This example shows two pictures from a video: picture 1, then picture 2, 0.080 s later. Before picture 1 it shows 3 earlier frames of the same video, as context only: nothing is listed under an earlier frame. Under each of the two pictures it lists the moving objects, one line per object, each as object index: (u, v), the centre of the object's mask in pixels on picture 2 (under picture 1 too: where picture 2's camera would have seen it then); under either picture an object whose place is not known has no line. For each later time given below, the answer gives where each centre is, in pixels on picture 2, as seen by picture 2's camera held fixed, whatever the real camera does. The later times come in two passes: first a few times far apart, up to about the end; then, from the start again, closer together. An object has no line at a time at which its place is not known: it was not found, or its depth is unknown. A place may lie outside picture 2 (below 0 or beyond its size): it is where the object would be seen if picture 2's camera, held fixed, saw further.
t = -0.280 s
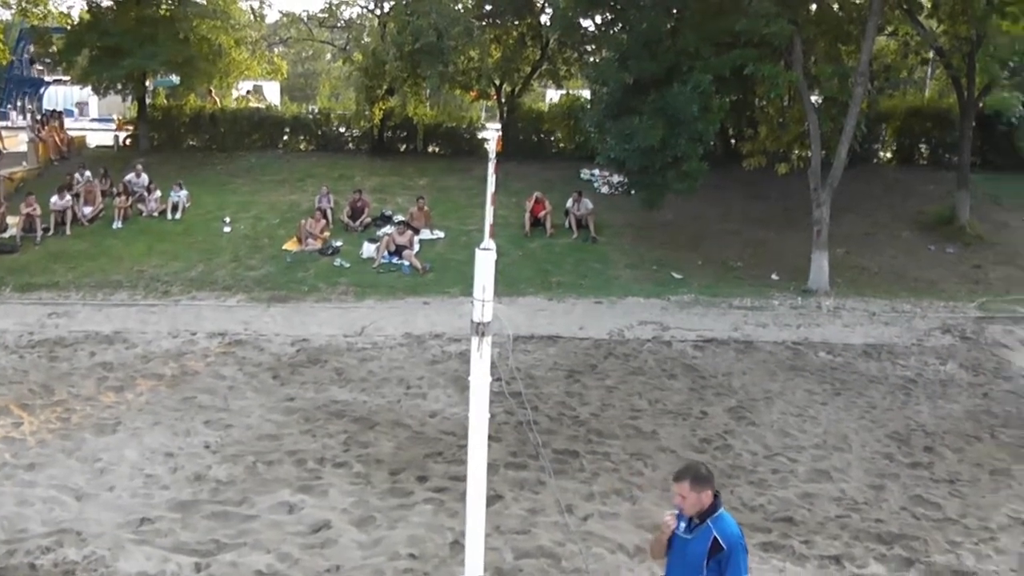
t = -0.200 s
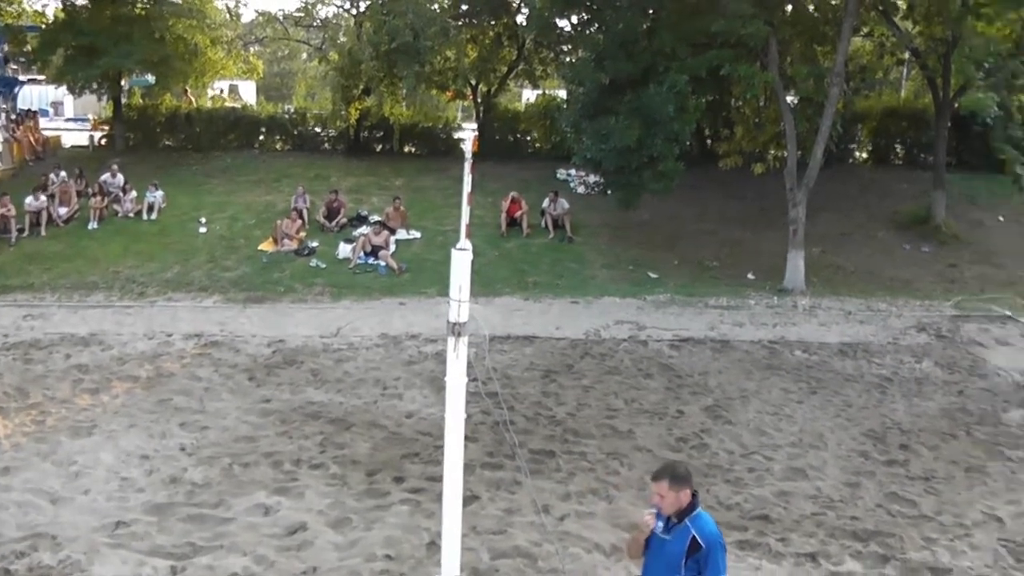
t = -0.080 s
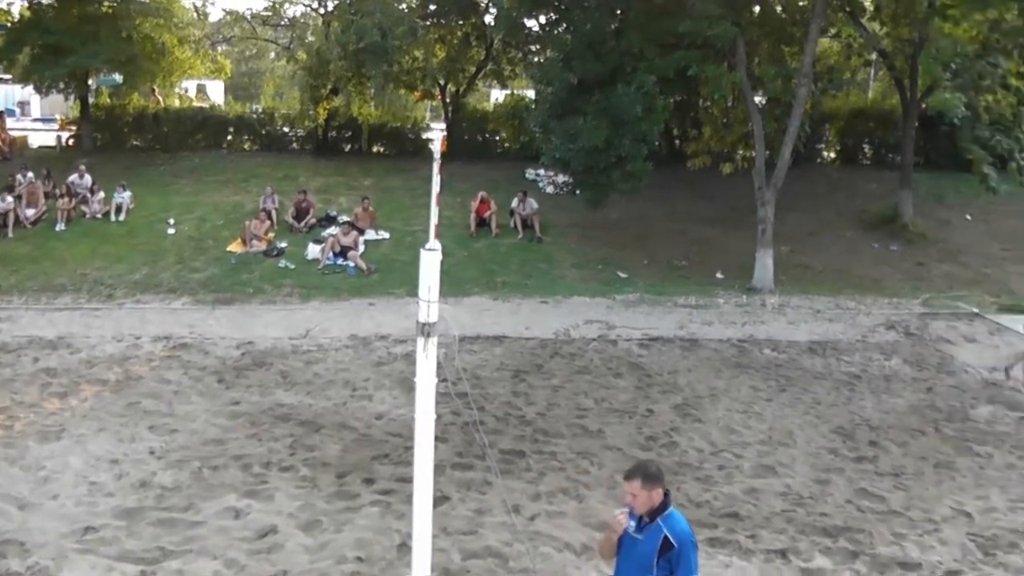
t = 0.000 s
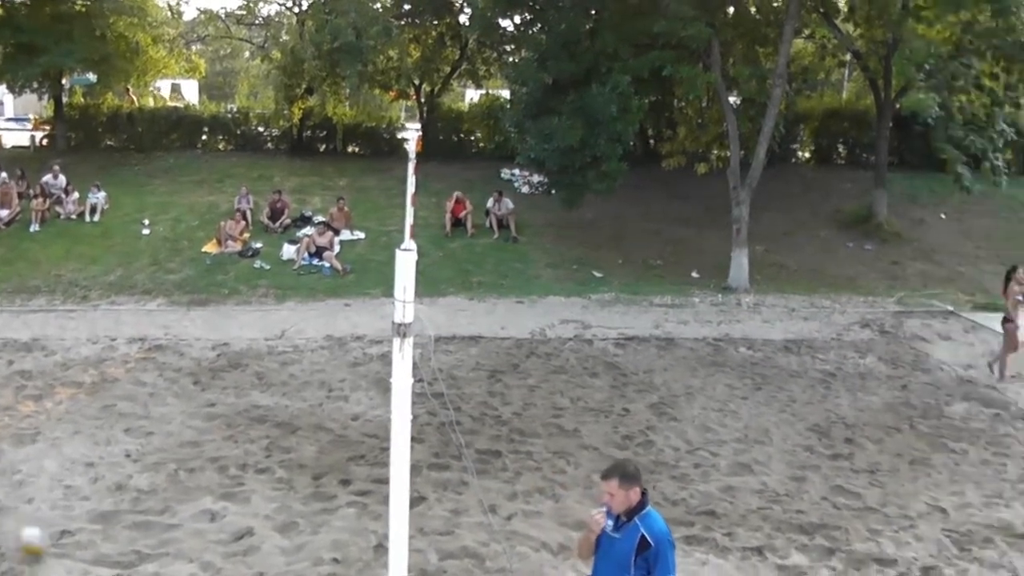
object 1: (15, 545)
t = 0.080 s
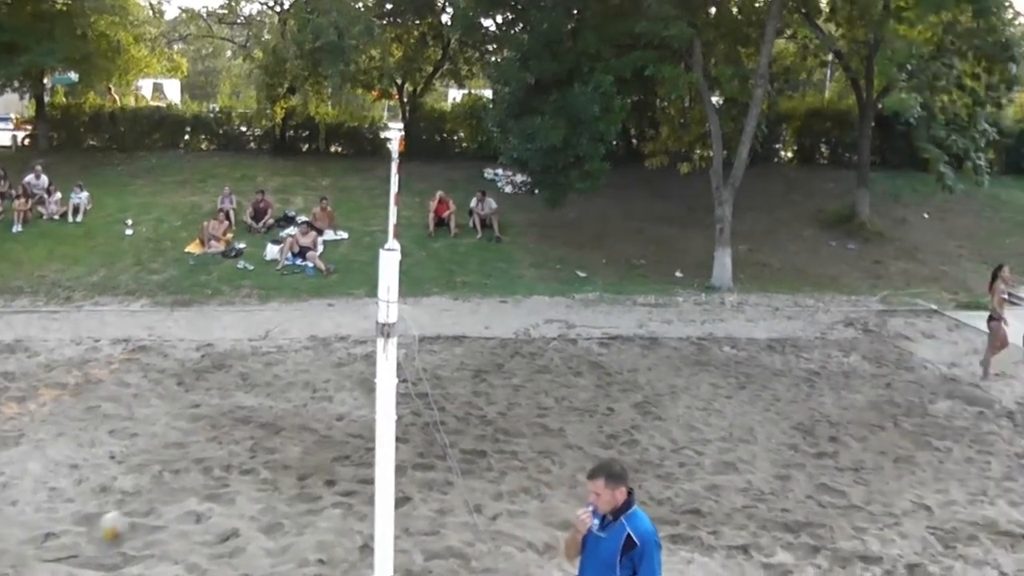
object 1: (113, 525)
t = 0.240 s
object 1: (275, 496)
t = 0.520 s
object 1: (463, 446)
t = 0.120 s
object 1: (160, 514)
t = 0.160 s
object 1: (199, 506)
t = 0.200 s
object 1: (237, 500)
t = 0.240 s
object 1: (275, 496)
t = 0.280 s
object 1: (305, 484)
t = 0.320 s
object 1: (333, 474)
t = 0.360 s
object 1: (362, 465)
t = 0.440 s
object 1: (417, 449)
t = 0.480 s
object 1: (440, 449)
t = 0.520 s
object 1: (463, 446)
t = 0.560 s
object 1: (487, 448)
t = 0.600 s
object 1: (509, 450)
